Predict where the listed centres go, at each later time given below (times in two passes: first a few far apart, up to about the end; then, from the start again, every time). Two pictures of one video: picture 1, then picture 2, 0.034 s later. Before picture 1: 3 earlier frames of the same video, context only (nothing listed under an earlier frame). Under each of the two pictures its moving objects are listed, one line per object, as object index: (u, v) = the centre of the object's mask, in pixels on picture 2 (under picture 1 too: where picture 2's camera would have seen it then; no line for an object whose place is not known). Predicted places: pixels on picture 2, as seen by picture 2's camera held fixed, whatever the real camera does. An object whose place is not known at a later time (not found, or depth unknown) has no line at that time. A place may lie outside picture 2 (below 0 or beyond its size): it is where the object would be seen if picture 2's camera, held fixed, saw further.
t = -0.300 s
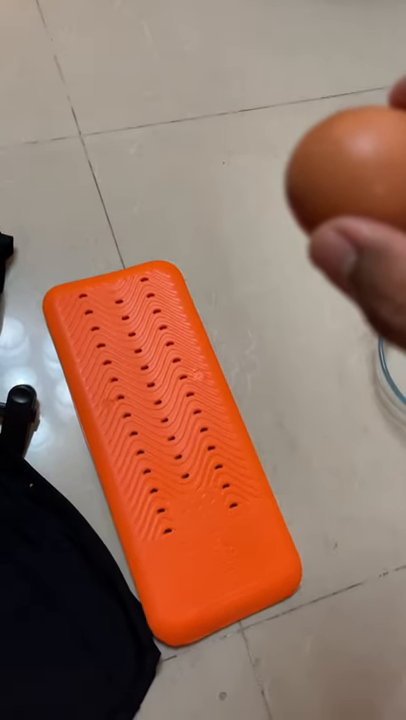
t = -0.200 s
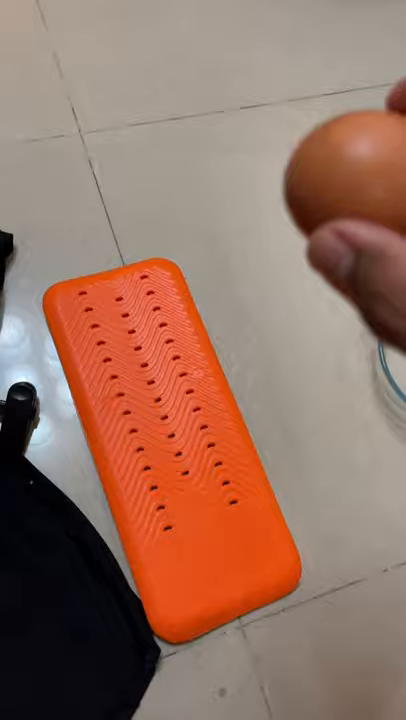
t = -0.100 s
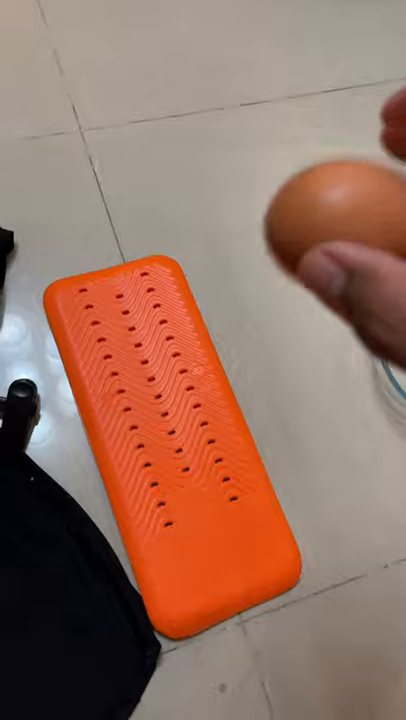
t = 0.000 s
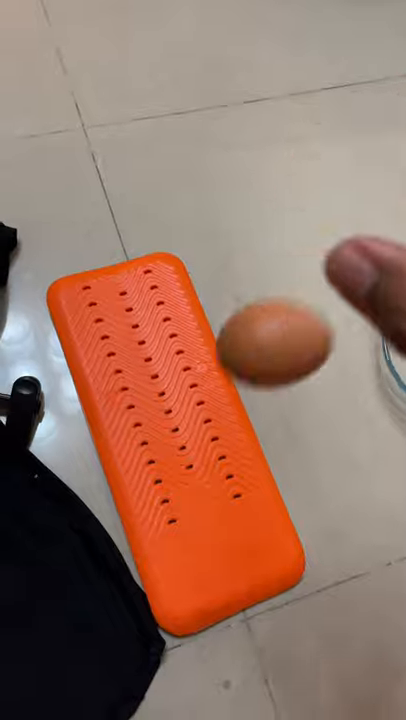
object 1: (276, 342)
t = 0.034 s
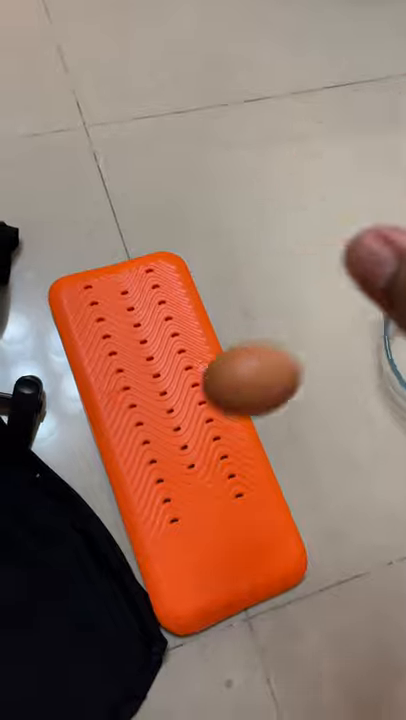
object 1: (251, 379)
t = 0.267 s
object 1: (227, 463)
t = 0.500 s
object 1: (280, 442)
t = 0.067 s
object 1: (229, 412)
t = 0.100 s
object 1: (210, 438)
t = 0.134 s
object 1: (193, 459)
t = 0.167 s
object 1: (196, 465)
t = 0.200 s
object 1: (208, 464)
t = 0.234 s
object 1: (217, 464)
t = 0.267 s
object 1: (227, 463)
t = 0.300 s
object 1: (238, 462)
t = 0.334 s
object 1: (247, 461)
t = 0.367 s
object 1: (255, 459)
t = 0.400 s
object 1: (261, 456)
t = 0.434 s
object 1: (267, 451)
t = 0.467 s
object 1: (273, 447)
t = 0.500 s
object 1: (280, 442)
